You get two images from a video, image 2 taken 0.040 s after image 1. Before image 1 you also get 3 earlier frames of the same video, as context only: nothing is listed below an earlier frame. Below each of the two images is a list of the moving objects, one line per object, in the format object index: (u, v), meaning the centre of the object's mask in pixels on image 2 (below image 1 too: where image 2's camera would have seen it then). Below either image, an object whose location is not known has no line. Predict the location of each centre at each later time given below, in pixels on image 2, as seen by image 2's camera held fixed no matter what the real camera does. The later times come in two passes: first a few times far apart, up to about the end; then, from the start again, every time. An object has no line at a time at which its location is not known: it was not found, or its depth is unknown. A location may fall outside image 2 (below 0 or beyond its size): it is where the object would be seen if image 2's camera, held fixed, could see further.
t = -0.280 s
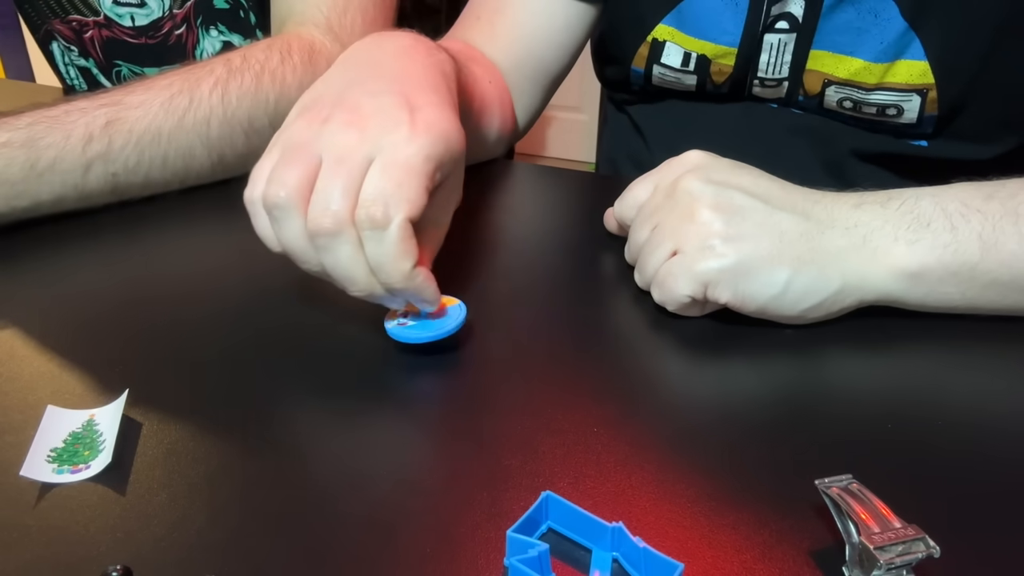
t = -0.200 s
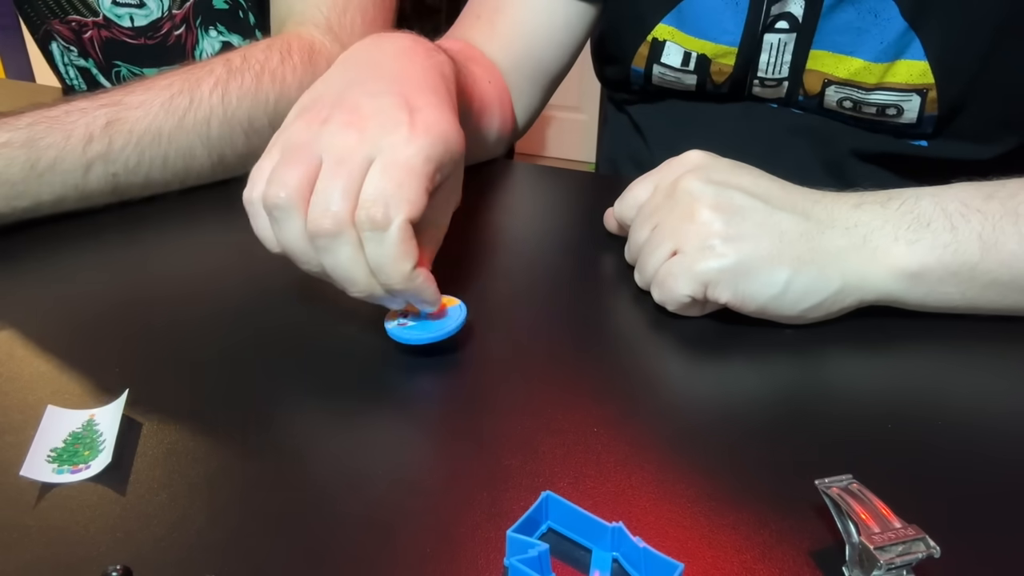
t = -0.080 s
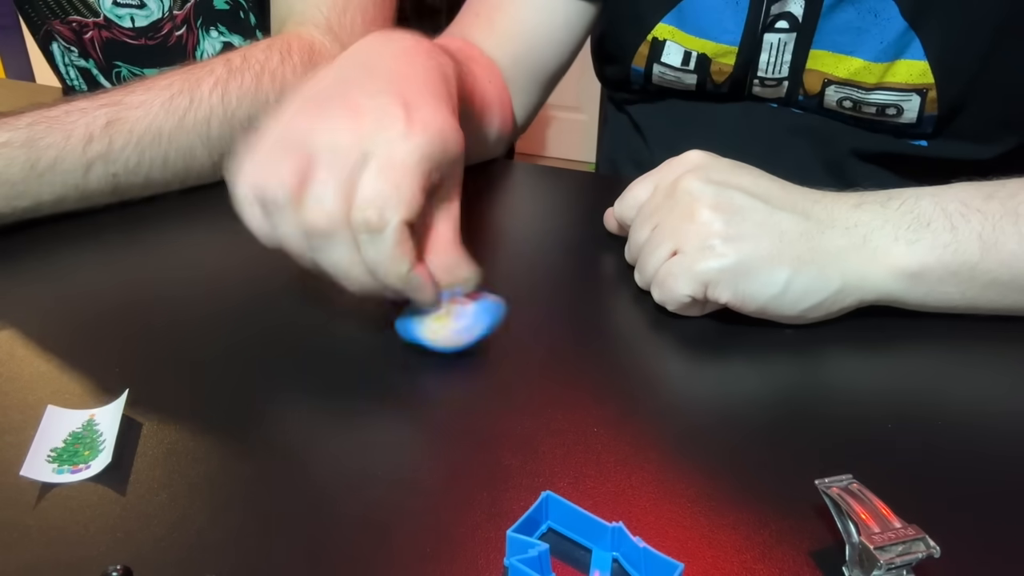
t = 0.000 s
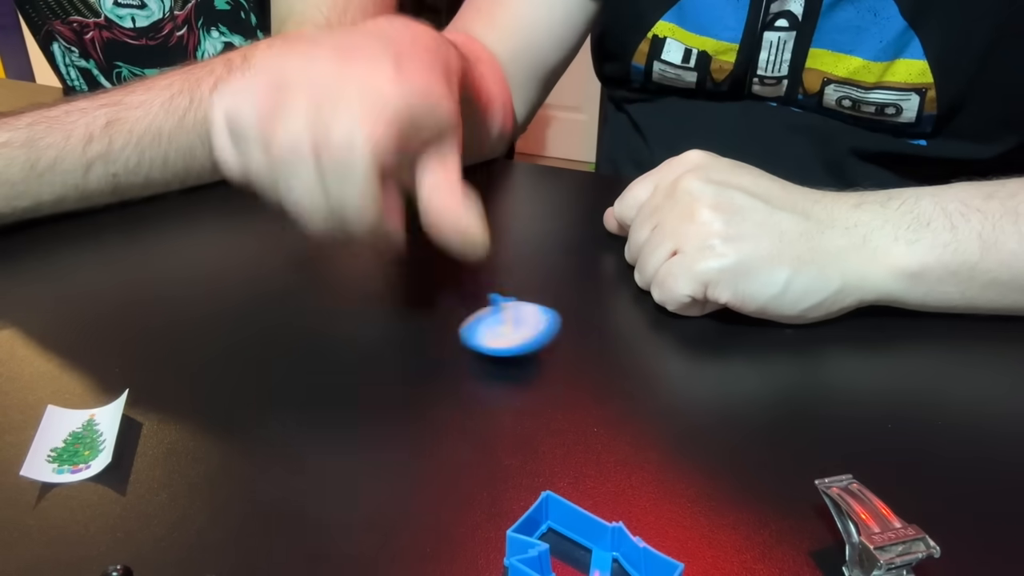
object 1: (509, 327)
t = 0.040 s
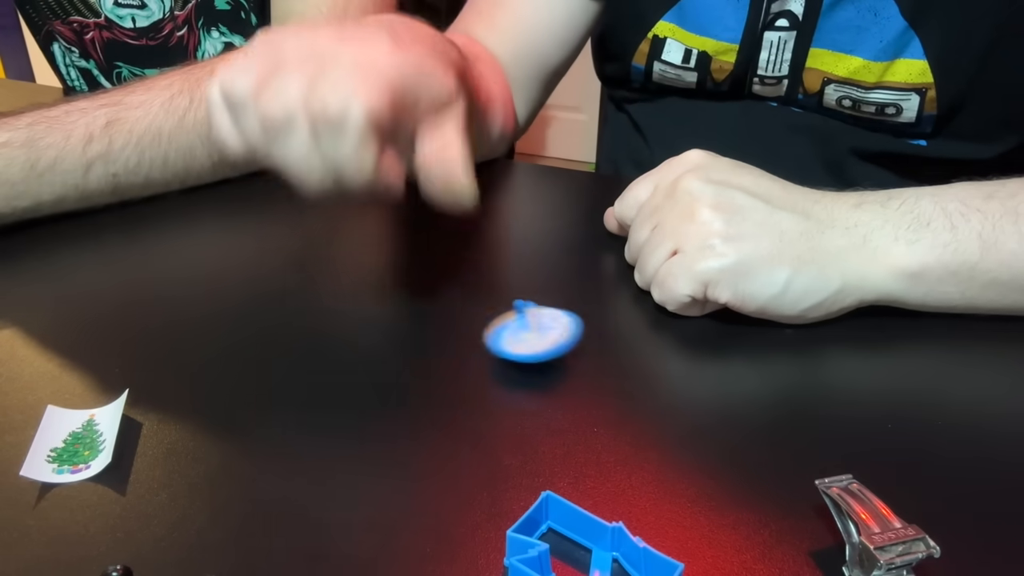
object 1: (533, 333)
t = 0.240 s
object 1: (606, 359)
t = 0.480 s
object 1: (606, 371)
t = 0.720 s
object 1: (586, 371)
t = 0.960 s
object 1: (572, 364)
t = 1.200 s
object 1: (571, 355)
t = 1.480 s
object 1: (586, 350)
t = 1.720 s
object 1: (600, 354)
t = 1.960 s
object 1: (603, 362)
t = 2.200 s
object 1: (592, 367)
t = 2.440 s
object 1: (574, 367)
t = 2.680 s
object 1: (562, 360)
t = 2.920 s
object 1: (564, 353)
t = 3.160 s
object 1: (576, 350)
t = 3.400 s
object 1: (587, 354)
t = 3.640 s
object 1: (588, 360)
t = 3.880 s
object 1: (577, 364)
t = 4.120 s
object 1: (562, 362)
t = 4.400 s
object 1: (556, 356)
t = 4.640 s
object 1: (562, 350)
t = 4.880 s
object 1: (574, 350)
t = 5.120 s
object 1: (578, 355)
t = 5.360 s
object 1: (572, 361)
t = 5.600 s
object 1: (559, 362)
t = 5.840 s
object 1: (551, 358)
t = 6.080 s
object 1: (551, 353)
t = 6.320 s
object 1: (559, 351)
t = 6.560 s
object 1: (564, 354)
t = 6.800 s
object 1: (562, 358)
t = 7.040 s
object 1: (551, 360)
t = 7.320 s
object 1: (541, 357)
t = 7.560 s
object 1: (540, 354)
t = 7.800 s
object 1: (547, 352)
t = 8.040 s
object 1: (554, 354)
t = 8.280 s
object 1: (554, 359)
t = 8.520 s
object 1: (545, 361)
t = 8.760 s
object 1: (537, 359)
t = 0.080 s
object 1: (553, 339)
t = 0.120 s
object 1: (571, 344)
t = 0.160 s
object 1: (586, 350)
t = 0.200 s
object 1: (598, 355)
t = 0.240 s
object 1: (606, 359)
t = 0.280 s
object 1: (612, 363)
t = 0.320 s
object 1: (614, 366)
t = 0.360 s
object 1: (613, 368)
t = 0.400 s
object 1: (612, 370)
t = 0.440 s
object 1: (609, 371)
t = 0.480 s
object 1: (606, 371)
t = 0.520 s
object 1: (603, 372)
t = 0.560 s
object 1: (600, 372)
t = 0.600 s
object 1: (597, 372)
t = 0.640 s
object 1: (593, 372)
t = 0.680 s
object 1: (590, 372)
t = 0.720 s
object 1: (586, 371)
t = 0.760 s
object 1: (583, 370)
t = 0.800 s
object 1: (580, 369)
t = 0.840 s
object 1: (578, 368)
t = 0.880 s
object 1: (576, 367)
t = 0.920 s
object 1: (574, 365)
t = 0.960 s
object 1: (572, 364)
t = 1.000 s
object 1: (570, 362)
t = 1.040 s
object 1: (569, 361)
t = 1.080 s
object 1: (569, 359)
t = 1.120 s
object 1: (569, 357)
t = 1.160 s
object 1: (570, 356)
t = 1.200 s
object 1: (571, 355)
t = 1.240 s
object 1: (572, 353)
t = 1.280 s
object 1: (574, 352)
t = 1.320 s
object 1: (576, 351)
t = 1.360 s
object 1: (578, 350)
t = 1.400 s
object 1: (581, 350)
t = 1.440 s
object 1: (583, 350)
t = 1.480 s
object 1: (586, 350)
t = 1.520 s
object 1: (589, 350)
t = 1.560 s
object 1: (591, 350)
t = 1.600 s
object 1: (593, 351)
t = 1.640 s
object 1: (595, 352)
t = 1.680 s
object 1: (598, 353)
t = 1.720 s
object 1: (600, 354)
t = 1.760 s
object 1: (601, 355)
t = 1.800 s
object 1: (603, 357)
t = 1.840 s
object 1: (604, 359)
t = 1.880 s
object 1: (604, 360)
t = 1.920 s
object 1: (604, 361)
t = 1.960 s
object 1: (603, 362)
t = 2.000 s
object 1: (602, 363)
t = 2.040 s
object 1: (600, 364)
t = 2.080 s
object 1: (599, 365)
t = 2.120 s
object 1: (597, 366)
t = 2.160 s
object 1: (594, 367)
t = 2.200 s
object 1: (592, 367)
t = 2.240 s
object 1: (589, 368)
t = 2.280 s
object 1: (586, 368)
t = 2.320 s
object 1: (583, 368)
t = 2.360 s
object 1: (580, 368)
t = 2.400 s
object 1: (578, 368)
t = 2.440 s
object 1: (574, 367)
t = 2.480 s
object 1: (572, 366)
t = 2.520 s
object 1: (569, 365)
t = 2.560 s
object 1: (568, 364)
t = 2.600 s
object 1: (566, 363)
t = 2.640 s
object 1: (563, 362)
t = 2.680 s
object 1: (562, 360)
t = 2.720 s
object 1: (562, 359)
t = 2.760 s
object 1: (562, 358)
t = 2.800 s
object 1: (561, 356)
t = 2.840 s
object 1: (562, 355)
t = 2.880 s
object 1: (563, 354)
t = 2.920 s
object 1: (564, 353)
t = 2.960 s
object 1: (566, 352)
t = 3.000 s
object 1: (568, 351)
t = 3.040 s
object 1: (570, 351)
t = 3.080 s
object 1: (571, 350)
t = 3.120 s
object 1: (574, 350)
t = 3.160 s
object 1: (576, 350)
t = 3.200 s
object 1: (578, 350)
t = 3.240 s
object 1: (580, 351)
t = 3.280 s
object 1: (582, 351)
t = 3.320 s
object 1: (585, 352)
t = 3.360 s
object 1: (586, 353)
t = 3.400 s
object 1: (587, 354)
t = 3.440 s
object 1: (588, 355)
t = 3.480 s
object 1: (589, 356)
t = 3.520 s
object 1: (589, 357)
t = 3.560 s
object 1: (589, 358)
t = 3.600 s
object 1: (589, 359)
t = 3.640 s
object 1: (588, 360)
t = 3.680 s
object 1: (586, 361)
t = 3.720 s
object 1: (585, 362)
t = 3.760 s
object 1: (583, 364)
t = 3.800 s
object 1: (581, 364)
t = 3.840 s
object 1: (579, 364)
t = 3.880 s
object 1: (577, 364)
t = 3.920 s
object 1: (575, 364)
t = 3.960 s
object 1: (573, 364)
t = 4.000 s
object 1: (571, 364)
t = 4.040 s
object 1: (568, 364)
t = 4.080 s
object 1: (565, 363)
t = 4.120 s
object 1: (562, 362)
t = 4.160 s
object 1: (560, 361)
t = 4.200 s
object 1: (559, 361)
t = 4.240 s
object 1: (558, 360)
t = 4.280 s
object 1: (556, 359)
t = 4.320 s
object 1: (556, 357)
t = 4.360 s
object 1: (556, 357)
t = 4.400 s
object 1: (556, 356)
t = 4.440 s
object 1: (556, 354)
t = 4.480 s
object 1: (557, 353)
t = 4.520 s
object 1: (558, 352)
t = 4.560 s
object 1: (559, 351)
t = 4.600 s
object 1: (561, 350)
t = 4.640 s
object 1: (562, 350)
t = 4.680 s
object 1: (564, 349)
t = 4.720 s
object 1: (566, 349)
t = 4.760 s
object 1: (568, 349)
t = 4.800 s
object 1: (570, 349)
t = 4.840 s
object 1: (572, 349)
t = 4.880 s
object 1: (574, 350)
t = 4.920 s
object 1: (575, 350)
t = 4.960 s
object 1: (576, 351)
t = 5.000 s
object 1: (577, 352)
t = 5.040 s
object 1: (578, 353)
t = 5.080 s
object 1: (578, 354)
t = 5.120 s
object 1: (578, 355)
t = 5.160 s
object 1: (578, 356)
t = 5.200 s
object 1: (577, 357)
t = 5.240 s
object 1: (576, 358)
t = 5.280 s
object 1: (575, 359)
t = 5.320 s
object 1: (574, 360)
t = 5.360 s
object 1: (572, 361)
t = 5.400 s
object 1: (571, 361)
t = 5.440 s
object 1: (569, 362)
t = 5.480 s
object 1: (566, 363)
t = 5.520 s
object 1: (564, 363)
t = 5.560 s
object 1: (561, 363)
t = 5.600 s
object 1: (559, 362)
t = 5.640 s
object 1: (558, 362)
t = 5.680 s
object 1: (556, 361)
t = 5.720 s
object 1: (554, 361)
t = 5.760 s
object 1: (552, 360)
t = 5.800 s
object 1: (551, 359)
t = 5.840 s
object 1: (551, 358)
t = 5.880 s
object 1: (551, 358)
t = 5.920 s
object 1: (551, 357)
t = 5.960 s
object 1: (550, 356)
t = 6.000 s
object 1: (550, 355)
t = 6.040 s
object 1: (550, 354)
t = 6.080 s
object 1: (551, 353)
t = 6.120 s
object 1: (552, 353)
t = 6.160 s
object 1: (553, 352)
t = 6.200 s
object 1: (555, 352)
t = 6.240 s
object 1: (556, 352)
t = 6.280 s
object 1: (557, 351)
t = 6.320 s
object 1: (559, 351)
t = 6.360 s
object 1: (560, 352)
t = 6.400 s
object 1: (561, 352)
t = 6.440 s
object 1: (561, 352)
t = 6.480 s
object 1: (563, 353)
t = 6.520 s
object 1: (564, 353)
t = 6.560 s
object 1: (564, 354)
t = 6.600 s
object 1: (565, 355)
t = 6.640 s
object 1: (565, 355)
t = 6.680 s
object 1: (564, 356)
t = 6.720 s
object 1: (564, 357)
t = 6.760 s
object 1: (563, 357)
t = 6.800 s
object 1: (562, 358)
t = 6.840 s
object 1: (560, 358)
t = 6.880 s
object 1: (559, 359)
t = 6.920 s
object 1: (557, 360)
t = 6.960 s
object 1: (555, 360)
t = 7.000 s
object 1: (553, 360)
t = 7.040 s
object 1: (551, 360)
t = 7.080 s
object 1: (549, 360)
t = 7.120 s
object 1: (549, 360)
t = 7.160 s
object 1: (547, 359)
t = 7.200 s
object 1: (545, 360)
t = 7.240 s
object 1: (543, 359)
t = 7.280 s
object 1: (542, 358)
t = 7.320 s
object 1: (541, 357)
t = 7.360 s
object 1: (540, 357)
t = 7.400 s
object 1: (540, 356)
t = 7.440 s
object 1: (539, 356)
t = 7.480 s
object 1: (540, 355)
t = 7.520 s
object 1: (540, 354)
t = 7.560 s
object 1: (540, 354)
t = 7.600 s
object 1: (541, 353)
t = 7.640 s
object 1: (542, 353)
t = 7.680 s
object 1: (543, 352)
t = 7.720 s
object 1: (544, 352)
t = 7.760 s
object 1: (545, 351)
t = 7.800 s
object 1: (547, 352)
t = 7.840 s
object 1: (548, 352)
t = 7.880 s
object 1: (550, 352)
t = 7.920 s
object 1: (551, 353)
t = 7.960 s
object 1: (552, 353)
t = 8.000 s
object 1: (553, 354)
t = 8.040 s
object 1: (554, 354)
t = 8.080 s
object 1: (555, 355)
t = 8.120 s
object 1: (556, 356)
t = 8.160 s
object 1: (556, 357)
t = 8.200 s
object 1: (555, 358)
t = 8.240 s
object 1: (554, 358)
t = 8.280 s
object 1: (554, 359)
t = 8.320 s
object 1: (553, 359)
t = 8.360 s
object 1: (551, 359)
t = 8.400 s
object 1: (549, 360)
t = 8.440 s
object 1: (548, 360)
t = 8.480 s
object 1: (546, 361)
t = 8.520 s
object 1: (545, 361)
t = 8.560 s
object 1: (543, 361)
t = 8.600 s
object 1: (541, 361)
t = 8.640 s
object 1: (540, 361)
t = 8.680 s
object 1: (538, 360)
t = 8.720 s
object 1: (537, 359)
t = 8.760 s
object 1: (537, 359)
